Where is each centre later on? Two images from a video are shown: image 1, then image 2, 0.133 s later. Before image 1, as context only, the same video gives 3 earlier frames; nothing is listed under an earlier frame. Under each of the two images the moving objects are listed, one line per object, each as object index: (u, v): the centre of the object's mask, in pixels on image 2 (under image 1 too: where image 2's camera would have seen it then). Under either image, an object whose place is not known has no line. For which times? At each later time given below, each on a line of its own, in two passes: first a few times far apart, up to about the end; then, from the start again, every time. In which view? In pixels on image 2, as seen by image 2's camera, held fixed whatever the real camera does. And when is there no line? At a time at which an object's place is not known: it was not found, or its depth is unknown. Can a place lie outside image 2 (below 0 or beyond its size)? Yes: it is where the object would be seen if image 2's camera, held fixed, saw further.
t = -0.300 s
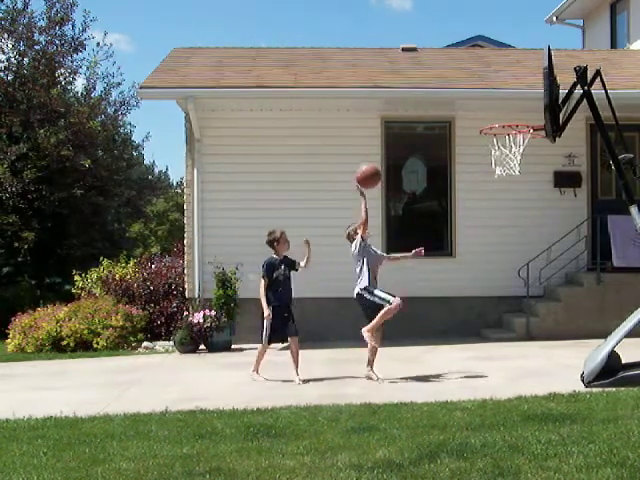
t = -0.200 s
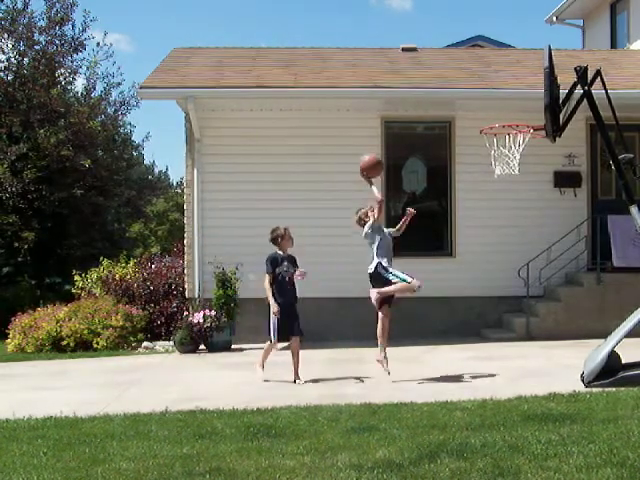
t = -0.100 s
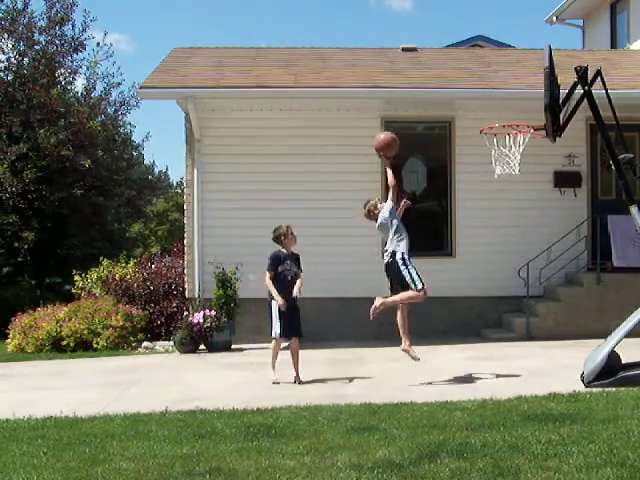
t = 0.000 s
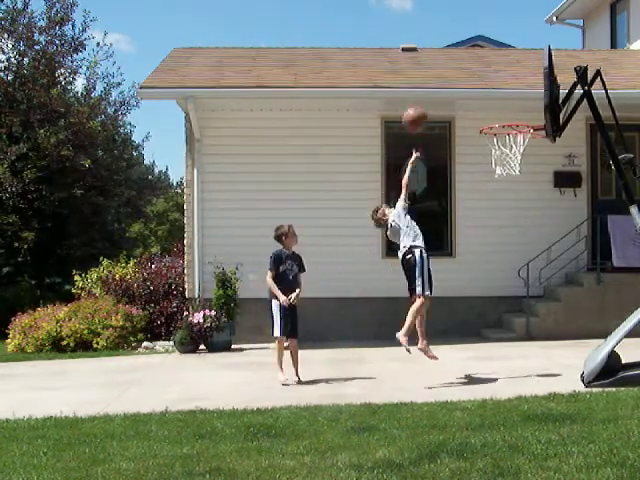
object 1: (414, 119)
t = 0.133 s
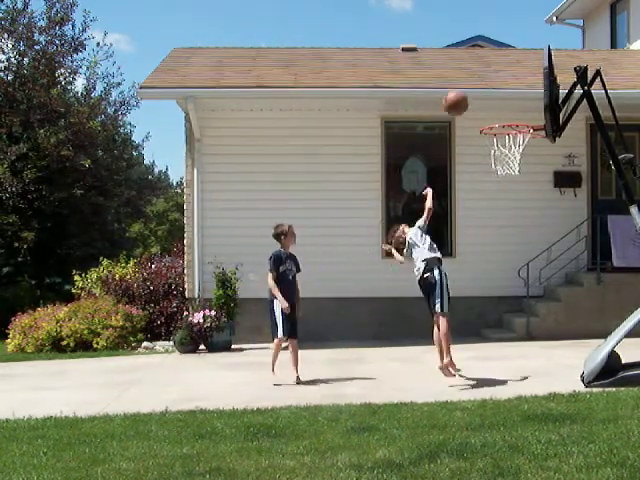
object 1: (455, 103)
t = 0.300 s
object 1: (507, 108)
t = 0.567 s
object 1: (522, 101)
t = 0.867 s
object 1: (526, 118)
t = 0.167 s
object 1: (466, 101)
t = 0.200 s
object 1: (476, 101)
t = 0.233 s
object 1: (486, 102)
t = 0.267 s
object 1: (496, 104)
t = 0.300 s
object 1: (507, 108)
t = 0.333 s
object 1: (517, 112)
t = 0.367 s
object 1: (521, 112)
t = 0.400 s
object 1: (521, 108)
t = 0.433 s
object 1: (521, 104)
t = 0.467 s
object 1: (522, 101)
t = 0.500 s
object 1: (522, 100)
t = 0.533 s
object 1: (522, 100)
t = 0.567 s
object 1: (522, 101)
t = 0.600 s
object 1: (522, 102)
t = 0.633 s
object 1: (523, 106)
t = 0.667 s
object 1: (523, 111)
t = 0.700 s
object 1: (524, 117)
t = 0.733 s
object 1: (524, 116)
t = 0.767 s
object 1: (525, 116)
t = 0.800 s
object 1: (525, 116)
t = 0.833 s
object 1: (525, 117)
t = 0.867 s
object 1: (526, 118)
